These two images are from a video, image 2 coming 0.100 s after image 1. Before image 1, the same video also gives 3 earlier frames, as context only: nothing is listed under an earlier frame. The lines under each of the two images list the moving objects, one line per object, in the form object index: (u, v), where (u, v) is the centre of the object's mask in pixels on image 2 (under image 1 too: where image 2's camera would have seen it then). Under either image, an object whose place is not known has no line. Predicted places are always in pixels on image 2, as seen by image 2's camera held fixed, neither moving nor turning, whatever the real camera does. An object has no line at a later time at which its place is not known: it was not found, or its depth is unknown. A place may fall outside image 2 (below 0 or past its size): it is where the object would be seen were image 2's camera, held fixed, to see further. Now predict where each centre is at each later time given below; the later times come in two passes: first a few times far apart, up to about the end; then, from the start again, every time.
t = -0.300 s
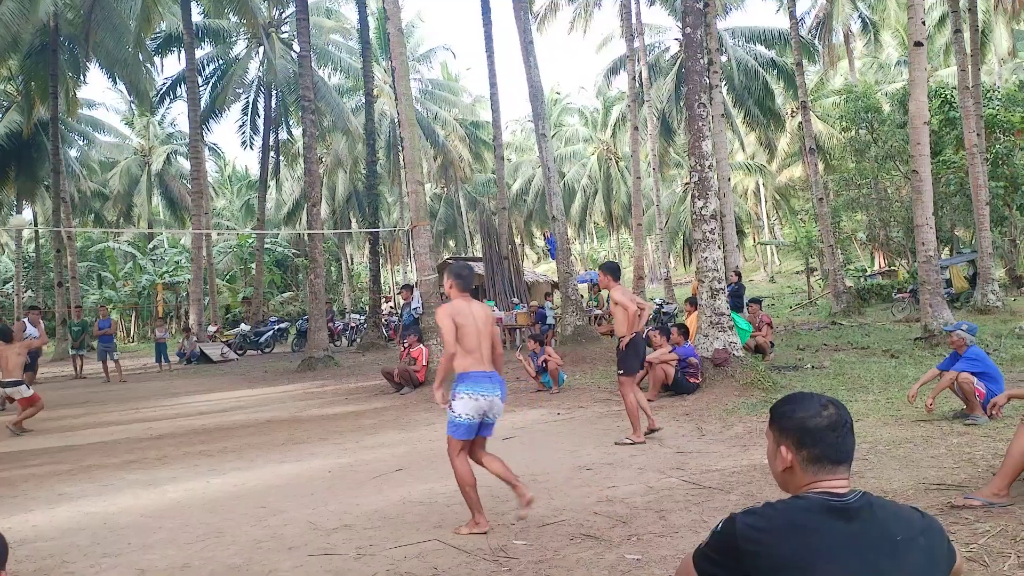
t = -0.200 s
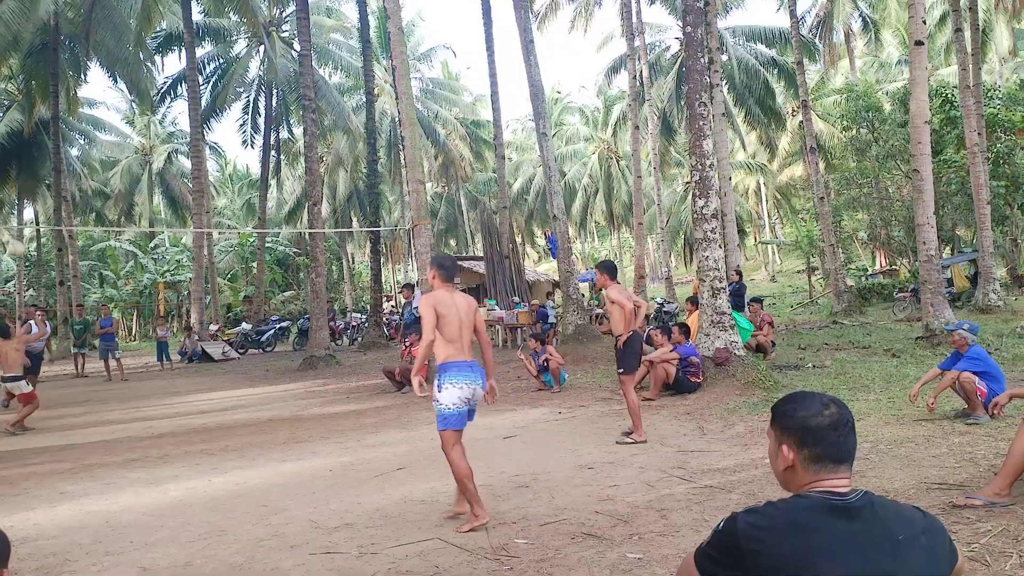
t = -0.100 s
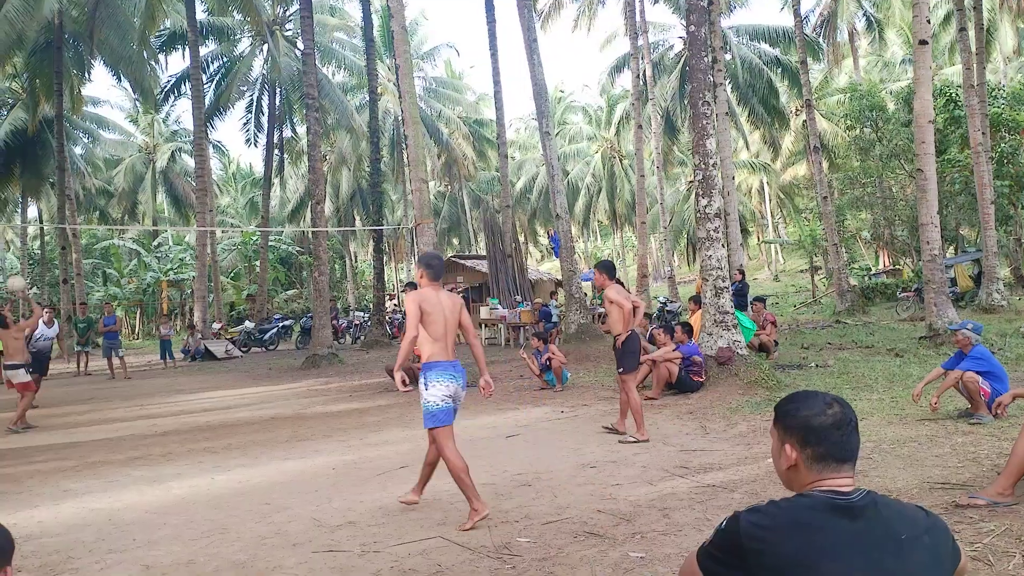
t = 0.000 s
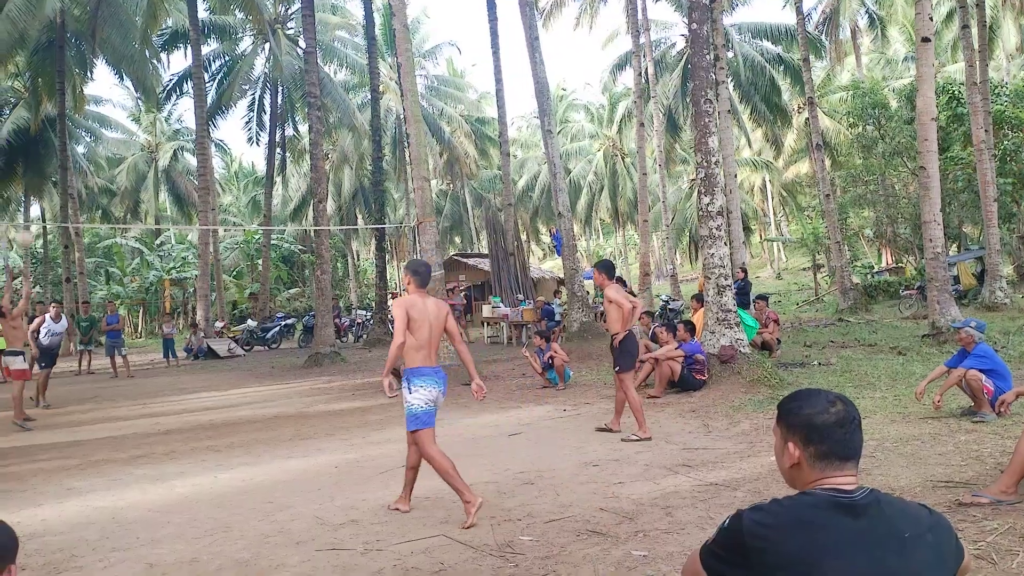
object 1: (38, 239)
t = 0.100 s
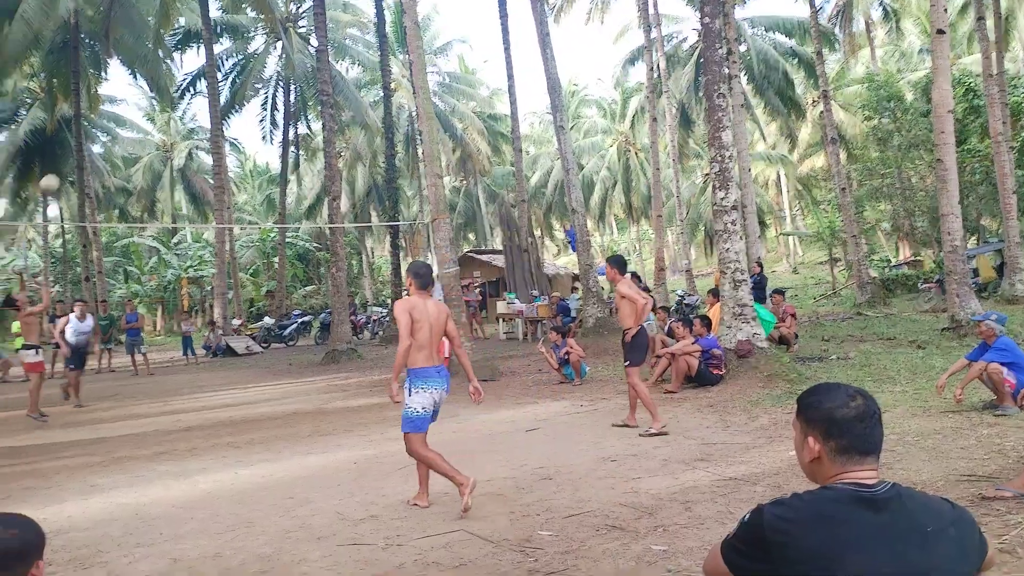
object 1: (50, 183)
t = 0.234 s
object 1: (59, 124)
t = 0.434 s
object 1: (81, 62)
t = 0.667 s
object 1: (108, 27)
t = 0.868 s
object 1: (129, 30)
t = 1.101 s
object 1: (156, 71)
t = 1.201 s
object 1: (168, 100)
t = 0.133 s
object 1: (52, 167)
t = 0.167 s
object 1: (54, 152)
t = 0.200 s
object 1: (56, 137)
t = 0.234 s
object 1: (59, 124)
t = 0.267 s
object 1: (63, 111)
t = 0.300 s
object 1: (67, 100)
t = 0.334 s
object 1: (70, 88)
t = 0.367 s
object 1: (74, 79)
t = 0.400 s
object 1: (78, 70)
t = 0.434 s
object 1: (81, 62)
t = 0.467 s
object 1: (85, 54)
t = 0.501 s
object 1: (89, 47)
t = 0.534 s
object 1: (92, 42)
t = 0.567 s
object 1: (96, 36)
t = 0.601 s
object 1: (100, 32)
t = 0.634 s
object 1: (104, 29)
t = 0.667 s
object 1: (108, 27)
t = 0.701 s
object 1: (112, 25)
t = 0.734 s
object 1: (115, 25)
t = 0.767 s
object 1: (119, 25)
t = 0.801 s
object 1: (123, 26)
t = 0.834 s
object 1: (126, 27)
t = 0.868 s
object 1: (129, 30)
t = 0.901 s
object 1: (133, 33)
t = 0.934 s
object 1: (137, 37)
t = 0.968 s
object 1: (140, 42)
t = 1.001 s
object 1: (144, 48)
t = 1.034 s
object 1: (148, 55)
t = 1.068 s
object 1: (152, 63)
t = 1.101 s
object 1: (156, 71)
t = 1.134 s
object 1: (160, 80)
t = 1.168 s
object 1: (164, 89)
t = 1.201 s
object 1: (168, 100)
